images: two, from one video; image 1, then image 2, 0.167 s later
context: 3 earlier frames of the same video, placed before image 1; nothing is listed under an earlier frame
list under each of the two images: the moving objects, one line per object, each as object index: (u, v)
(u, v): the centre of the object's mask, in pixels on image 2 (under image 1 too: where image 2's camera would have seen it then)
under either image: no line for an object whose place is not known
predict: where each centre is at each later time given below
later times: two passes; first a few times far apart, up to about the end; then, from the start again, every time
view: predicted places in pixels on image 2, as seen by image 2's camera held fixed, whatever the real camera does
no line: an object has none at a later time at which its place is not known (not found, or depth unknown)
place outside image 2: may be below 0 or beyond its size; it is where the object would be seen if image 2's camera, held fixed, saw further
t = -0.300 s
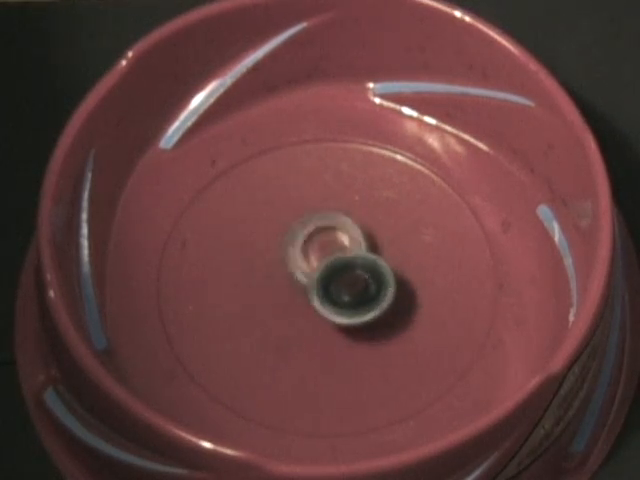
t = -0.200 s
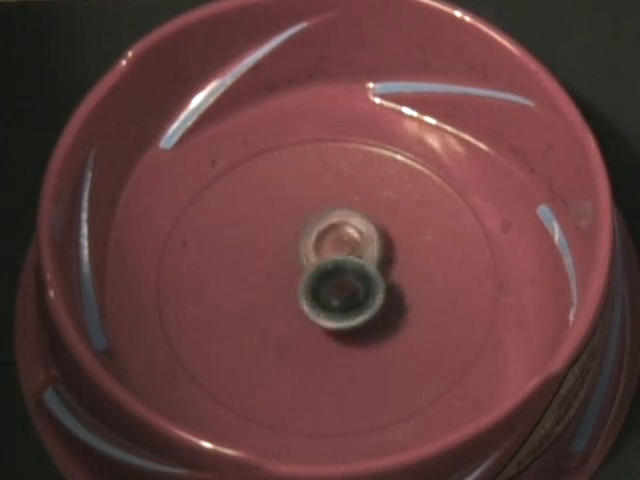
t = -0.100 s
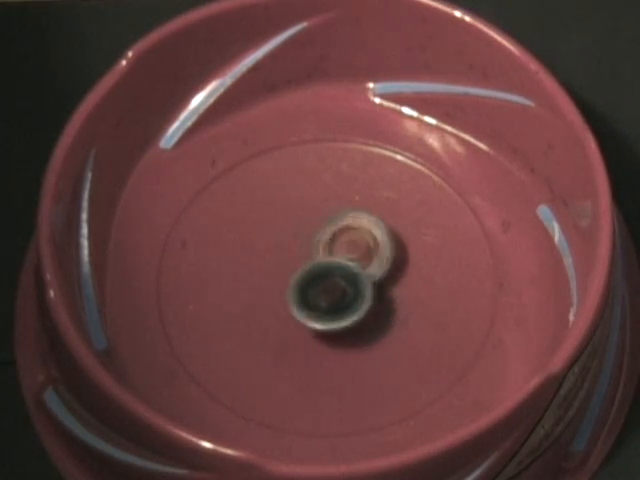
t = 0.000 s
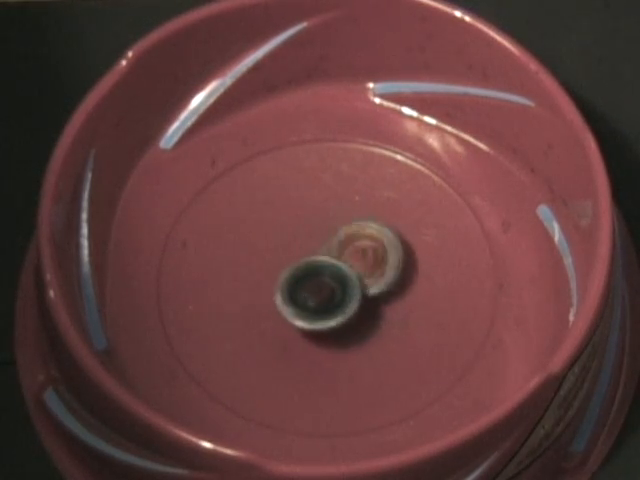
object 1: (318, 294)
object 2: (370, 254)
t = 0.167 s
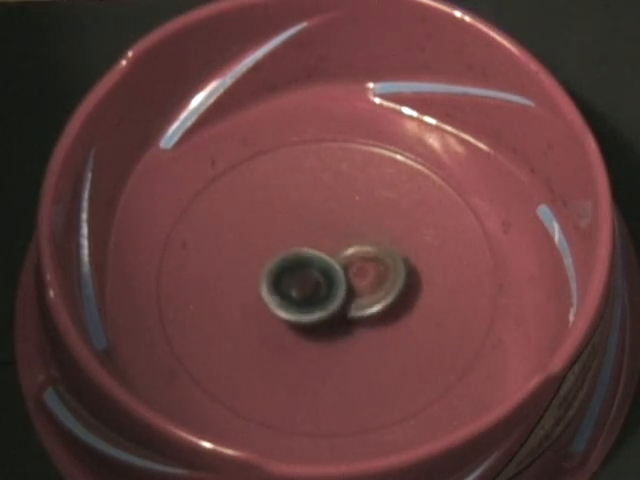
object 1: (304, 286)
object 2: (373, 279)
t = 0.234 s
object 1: (302, 281)
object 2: (370, 290)
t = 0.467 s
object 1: (298, 257)
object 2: (342, 309)
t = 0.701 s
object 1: (315, 233)
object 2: (311, 307)
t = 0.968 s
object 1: (348, 238)
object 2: (295, 282)
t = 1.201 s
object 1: (376, 263)
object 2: (310, 264)
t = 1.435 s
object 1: (372, 310)
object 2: (342, 259)
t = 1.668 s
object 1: (325, 336)
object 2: (359, 283)
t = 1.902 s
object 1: (254, 305)
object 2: (407, 315)
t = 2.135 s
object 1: (267, 234)
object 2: (384, 279)
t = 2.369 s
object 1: (357, 203)
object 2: (357, 296)
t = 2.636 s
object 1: (420, 265)
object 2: (347, 285)
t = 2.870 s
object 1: (359, 345)
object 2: (344, 276)
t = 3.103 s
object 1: (257, 337)
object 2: (343, 279)
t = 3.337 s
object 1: (241, 245)
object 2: (350, 295)
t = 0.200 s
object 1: (303, 284)
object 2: (372, 285)
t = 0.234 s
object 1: (302, 281)
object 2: (370, 290)
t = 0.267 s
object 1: (300, 278)
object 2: (368, 293)
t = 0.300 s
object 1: (298, 273)
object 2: (365, 297)
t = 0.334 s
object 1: (296, 270)
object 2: (362, 301)
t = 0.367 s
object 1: (296, 266)
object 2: (358, 304)
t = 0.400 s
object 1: (296, 263)
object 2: (353, 306)
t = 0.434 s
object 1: (296, 260)
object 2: (347, 308)
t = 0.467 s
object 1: (298, 257)
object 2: (342, 309)
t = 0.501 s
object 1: (300, 254)
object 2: (339, 310)
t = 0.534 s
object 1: (301, 249)
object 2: (333, 311)
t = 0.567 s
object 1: (303, 245)
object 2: (328, 312)
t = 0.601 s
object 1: (306, 241)
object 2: (322, 311)
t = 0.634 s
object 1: (309, 237)
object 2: (318, 310)
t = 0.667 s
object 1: (313, 235)
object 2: (315, 309)
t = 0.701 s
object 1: (315, 233)
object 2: (311, 307)
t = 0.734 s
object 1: (319, 232)
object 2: (306, 303)
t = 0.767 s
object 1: (322, 231)
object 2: (304, 299)
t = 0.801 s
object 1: (325, 231)
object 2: (302, 298)
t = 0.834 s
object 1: (329, 231)
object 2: (302, 296)
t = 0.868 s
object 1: (333, 232)
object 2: (298, 291)
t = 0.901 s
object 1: (338, 234)
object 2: (297, 289)
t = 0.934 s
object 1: (344, 236)
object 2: (296, 287)
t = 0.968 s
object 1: (348, 238)
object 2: (295, 282)
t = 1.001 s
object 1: (352, 240)
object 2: (296, 280)
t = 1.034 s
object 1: (356, 243)
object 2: (297, 278)
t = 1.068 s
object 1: (363, 248)
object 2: (298, 274)
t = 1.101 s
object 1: (368, 252)
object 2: (300, 271)
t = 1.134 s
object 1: (371, 256)
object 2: (302, 268)
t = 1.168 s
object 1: (374, 260)
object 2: (307, 266)
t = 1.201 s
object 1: (376, 263)
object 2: (310, 264)
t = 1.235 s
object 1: (378, 268)
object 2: (313, 264)
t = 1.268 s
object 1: (378, 273)
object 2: (317, 263)
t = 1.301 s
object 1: (377, 279)
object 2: (319, 261)
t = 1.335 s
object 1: (377, 285)
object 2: (324, 260)
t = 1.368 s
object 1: (376, 292)
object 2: (328, 260)
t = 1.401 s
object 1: (374, 302)
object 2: (336, 258)
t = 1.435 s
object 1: (372, 310)
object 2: (342, 259)
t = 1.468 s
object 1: (367, 316)
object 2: (346, 262)
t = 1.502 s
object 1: (362, 321)
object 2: (348, 264)
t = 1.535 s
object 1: (357, 326)
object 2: (354, 266)
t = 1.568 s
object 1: (351, 330)
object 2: (354, 271)
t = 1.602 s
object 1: (345, 333)
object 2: (356, 274)
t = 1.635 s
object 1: (337, 334)
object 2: (356, 278)
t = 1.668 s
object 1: (325, 336)
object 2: (359, 283)
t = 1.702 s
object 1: (310, 336)
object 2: (366, 297)
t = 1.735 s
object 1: (298, 334)
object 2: (369, 307)
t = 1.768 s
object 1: (286, 331)
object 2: (376, 314)
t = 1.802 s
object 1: (276, 326)
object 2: (386, 318)
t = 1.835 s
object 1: (266, 319)
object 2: (393, 319)
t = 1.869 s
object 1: (259, 312)
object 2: (401, 318)
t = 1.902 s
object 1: (254, 305)
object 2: (407, 315)
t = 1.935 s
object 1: (251, 295)
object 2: (411, 309)
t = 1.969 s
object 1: (248, 284)
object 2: (415, 303)
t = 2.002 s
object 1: (249, 274)
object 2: (415, 297)
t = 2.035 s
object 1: (250, 264)
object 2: (414, 291)
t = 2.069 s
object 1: (253, 253)
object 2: (406, 284)
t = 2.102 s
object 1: (259, 243)
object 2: (396, 280)
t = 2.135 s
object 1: (267, 234)
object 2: (384, 279)
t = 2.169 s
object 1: (276, 224)
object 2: (369, 279)
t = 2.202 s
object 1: (289, 216)
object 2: (359, 286)
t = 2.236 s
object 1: (301, 210)
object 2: (355, 291)
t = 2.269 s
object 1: (315, 205)
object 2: (357, 295)
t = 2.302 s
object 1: (329, 203)
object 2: (358, 296)
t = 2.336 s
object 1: (343, 202)
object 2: (359, 296)
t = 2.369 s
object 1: (357, 203)
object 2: (357, 296)
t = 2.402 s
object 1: (370, 205)
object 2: (356, 295)
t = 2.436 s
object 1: (382, 209)
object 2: (354, 295)
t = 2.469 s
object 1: (393, 215)
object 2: (351, 295)
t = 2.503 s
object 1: (402, 223)
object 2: (348, 292)
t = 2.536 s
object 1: (409, 231)
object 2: (346, 290)
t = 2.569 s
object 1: (416, 242)
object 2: (346, 288)
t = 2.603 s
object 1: (419, 252)
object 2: (347, 287)
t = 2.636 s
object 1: (420, 265)
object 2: (347, 285)
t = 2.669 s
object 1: (418, 277)
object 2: (346, 283)
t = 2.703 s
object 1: (415, 290)
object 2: (345, 281)
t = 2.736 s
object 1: (409, 303)
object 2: (345, 279)
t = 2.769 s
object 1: (399, 316)
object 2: (346, 278)
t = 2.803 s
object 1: (387, 326)
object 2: (348, 277)
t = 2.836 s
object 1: (373, 337)
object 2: (345, 277)
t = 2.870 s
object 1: (359, 345)
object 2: (344, 276)
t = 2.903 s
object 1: (343, 351)
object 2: (344, 276)
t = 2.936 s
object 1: (327, 356)
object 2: (344, 276)
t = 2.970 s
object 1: (312, 357)
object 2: (344, 276)
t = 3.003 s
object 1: (296, 356)
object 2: (344, 276)
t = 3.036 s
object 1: (282, 352)
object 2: (343, 277)
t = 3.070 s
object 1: (269, 347)
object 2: (343, 278)
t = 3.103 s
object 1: (257, 337)
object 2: (343, 279)
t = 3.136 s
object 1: (247, 327)
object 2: (342, 281)
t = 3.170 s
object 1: (241, 316)
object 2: (341, 283)
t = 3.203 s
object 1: (235, 304)
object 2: (341, 287)
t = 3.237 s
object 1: (233, 289)
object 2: (343, 291)
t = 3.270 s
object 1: (234, 275)
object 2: (345, 293)
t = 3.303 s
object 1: (236, 260)
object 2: (348, 295)
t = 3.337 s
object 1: (241, 245)
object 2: (350, 295)
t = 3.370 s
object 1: (249, 230)
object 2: (351, 295)
